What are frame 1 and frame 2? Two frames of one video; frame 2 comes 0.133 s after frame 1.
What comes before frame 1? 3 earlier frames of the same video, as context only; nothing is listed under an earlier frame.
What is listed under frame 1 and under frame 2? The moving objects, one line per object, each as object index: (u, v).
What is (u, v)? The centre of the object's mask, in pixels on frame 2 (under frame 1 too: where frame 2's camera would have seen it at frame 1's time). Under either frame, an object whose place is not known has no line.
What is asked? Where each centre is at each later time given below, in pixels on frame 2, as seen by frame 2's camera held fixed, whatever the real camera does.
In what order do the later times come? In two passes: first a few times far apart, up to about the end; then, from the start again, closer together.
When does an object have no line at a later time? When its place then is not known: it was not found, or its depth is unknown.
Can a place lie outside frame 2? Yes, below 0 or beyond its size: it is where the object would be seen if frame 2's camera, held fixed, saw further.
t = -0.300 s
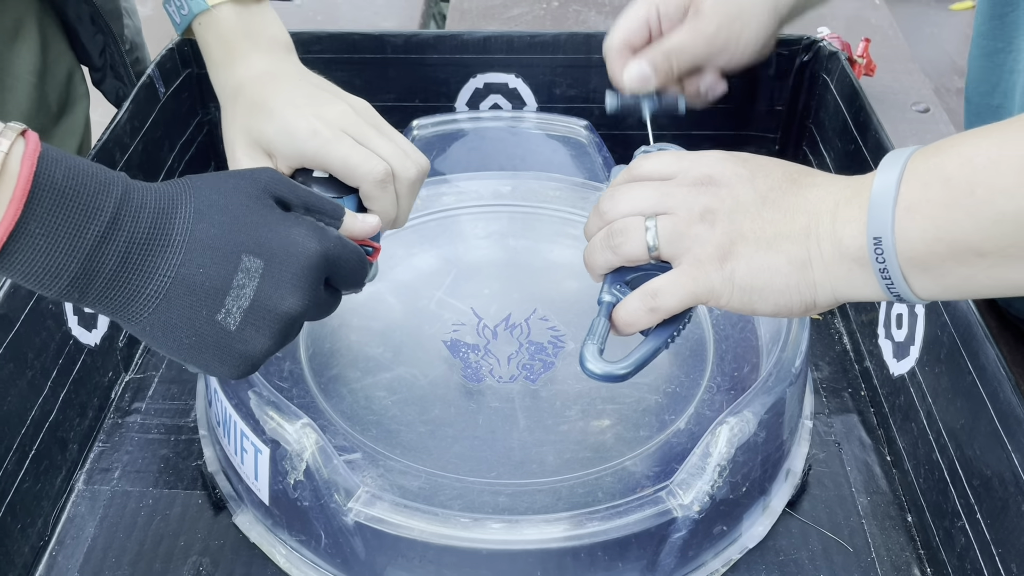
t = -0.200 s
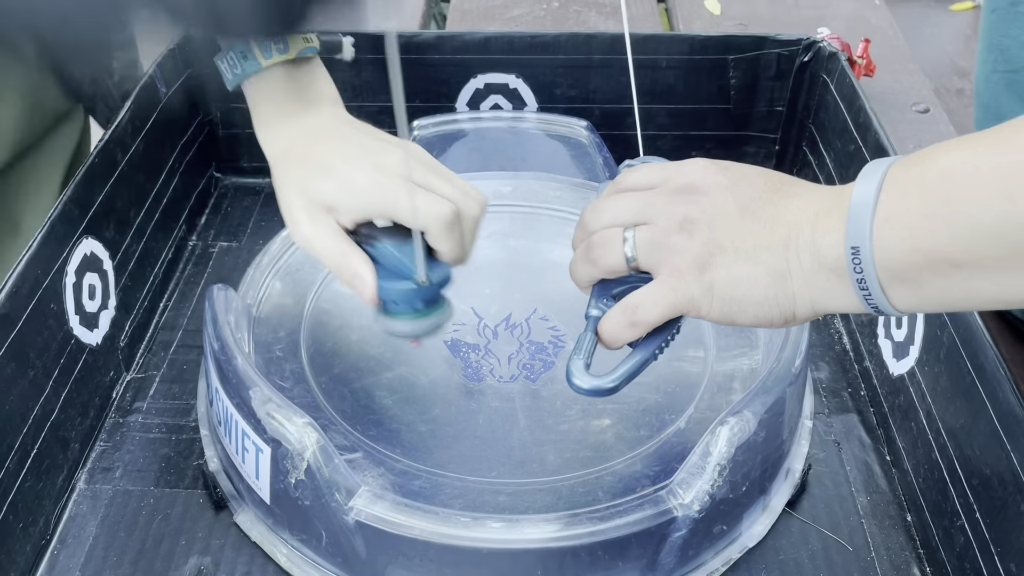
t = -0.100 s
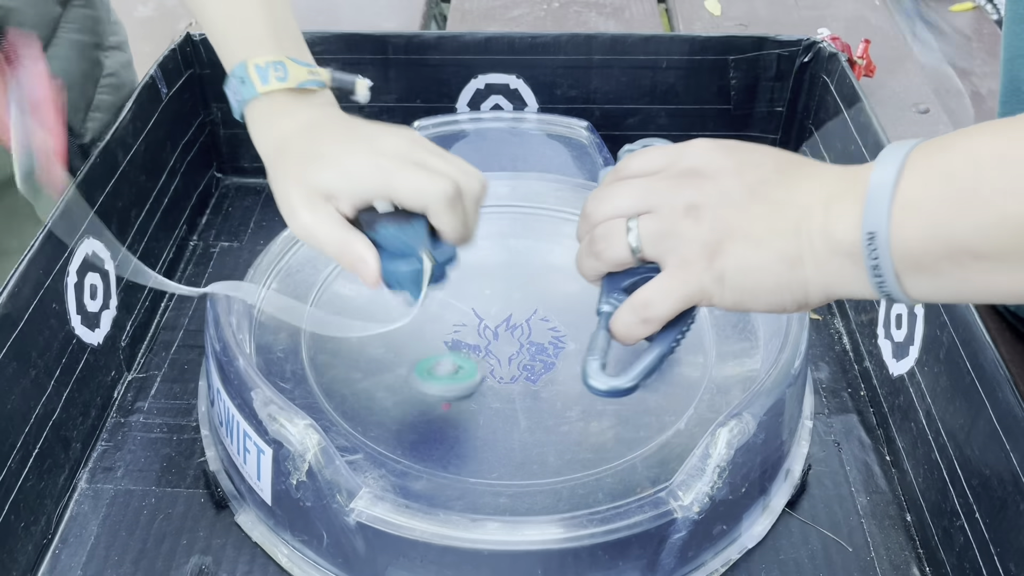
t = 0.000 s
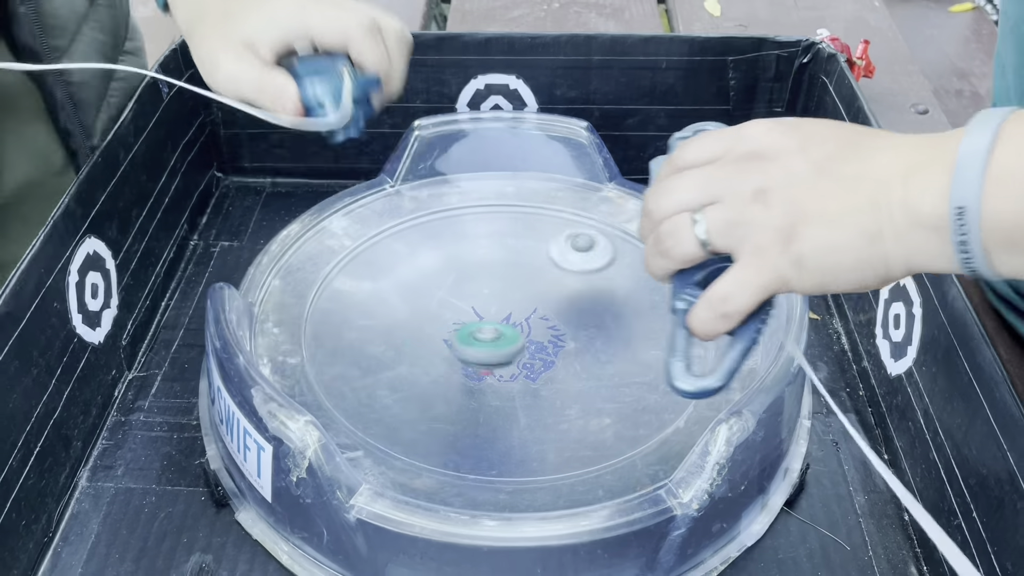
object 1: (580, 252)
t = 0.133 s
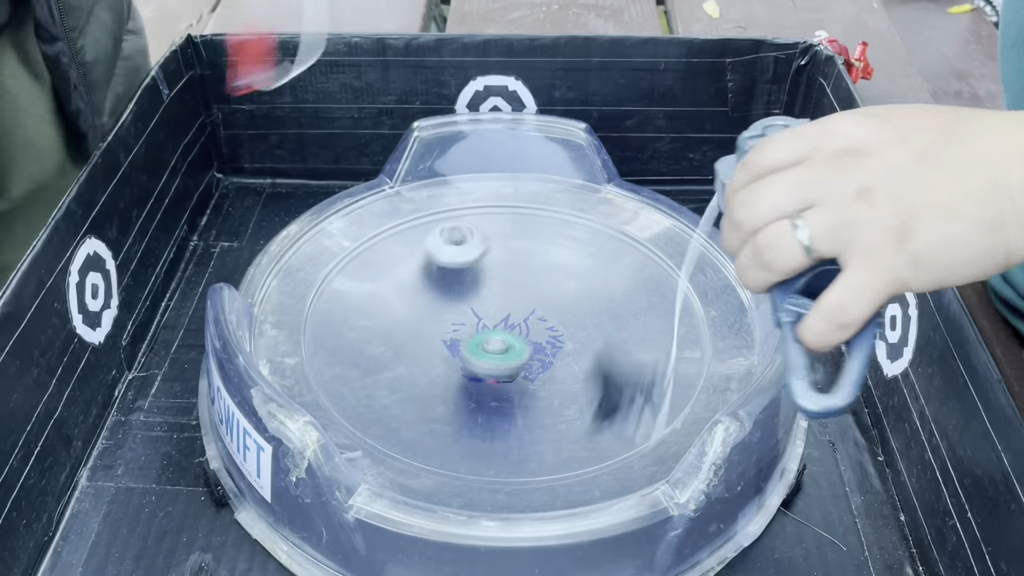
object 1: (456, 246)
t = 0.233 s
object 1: (365, 304)
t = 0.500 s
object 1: (543, 429)
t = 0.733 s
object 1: (499, 248)
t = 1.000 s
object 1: (346, 376)
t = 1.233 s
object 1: (614, 318)
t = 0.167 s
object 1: (420, 256)
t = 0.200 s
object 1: (389, 277)
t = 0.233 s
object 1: (365, 304)
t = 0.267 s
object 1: (342, 326)
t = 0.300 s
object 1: (319, 347)
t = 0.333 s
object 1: (328, 367)
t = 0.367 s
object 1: (360, 400)
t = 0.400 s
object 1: (396, 423)
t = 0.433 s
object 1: (442, 440)
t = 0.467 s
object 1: (494, 440)
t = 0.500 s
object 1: (543, 429)
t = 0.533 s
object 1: (583, 407)
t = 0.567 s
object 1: (605, 377)
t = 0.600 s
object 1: (609, 344)
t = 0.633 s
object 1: (597, 313)
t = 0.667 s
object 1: (573, 285)
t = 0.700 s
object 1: (539, 263)
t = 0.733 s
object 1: (499, 248)
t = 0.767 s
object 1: (455, 241)
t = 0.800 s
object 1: (413, 243)
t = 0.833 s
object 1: (375, 252)
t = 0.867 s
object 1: (342, 268)
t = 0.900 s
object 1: (322, 290)
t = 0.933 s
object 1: (313, 316)
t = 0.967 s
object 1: (320, 346)
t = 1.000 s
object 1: (346, 376)
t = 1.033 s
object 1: (387, 400)
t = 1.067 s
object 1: (439, 413)
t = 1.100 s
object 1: (495, 415)
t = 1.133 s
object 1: (545, 404)
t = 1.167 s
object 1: (584, 381)
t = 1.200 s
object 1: (607, 351)
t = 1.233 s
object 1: (614, 318)
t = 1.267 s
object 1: (608, 285)
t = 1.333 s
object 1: (561, 231)
